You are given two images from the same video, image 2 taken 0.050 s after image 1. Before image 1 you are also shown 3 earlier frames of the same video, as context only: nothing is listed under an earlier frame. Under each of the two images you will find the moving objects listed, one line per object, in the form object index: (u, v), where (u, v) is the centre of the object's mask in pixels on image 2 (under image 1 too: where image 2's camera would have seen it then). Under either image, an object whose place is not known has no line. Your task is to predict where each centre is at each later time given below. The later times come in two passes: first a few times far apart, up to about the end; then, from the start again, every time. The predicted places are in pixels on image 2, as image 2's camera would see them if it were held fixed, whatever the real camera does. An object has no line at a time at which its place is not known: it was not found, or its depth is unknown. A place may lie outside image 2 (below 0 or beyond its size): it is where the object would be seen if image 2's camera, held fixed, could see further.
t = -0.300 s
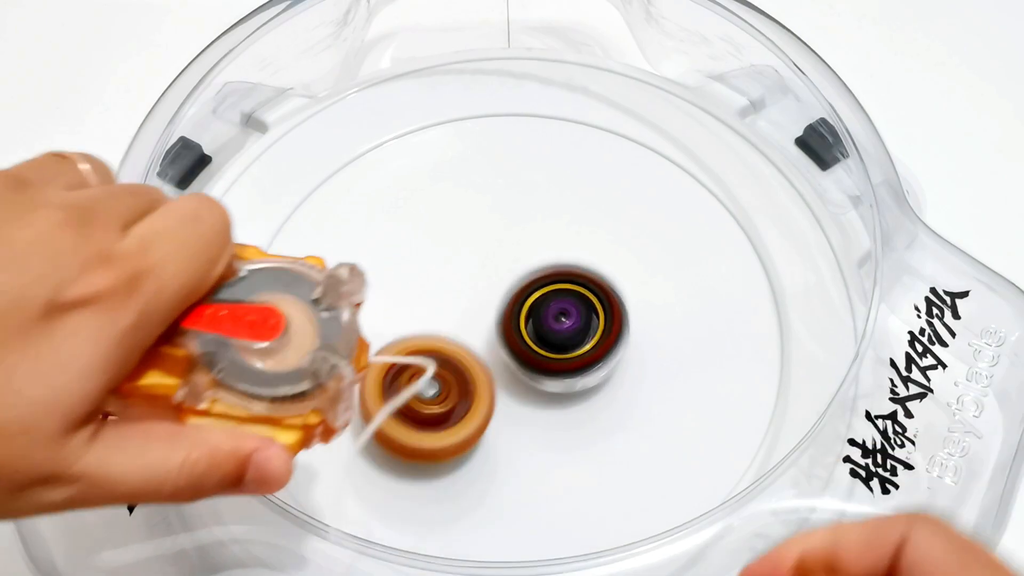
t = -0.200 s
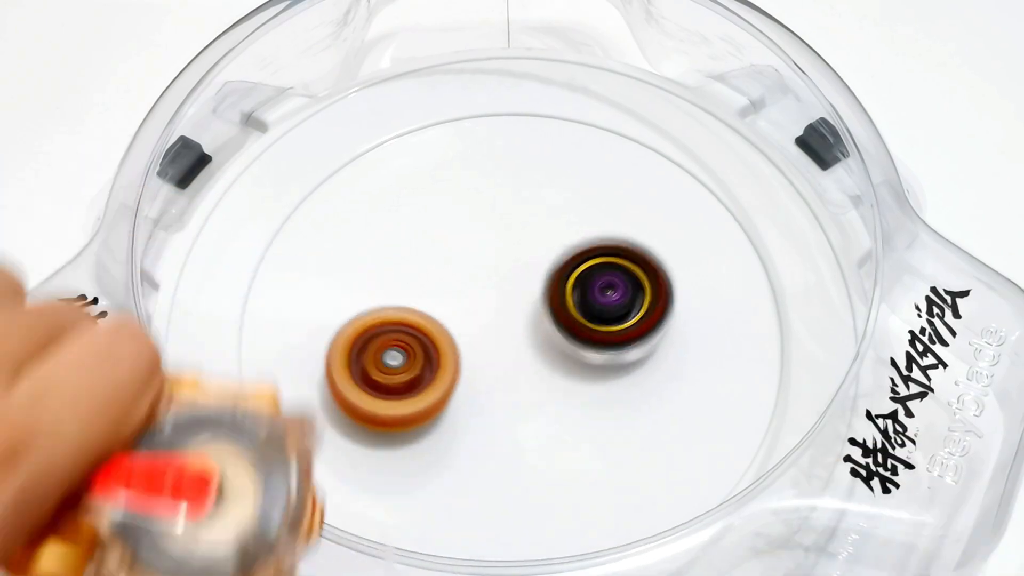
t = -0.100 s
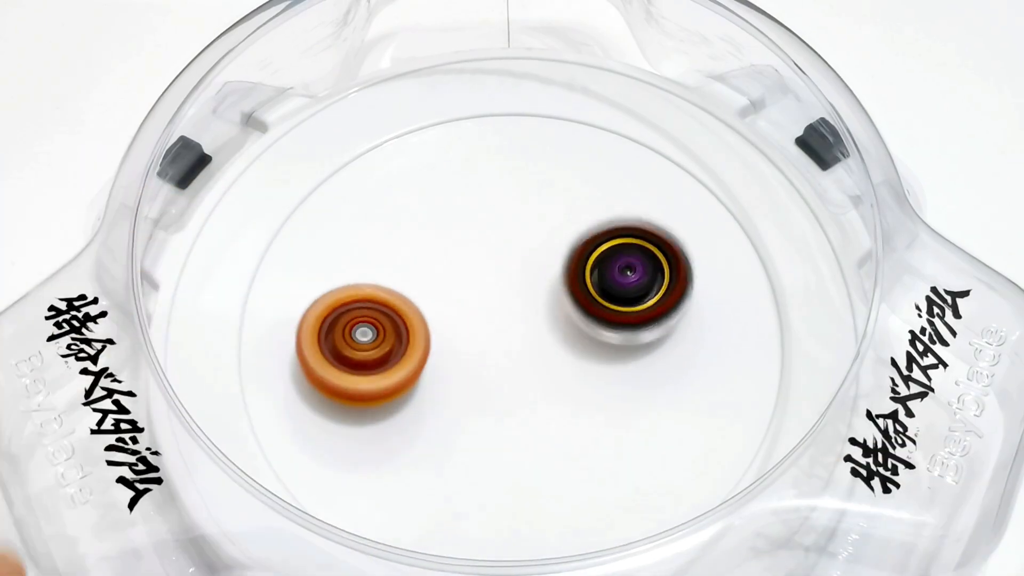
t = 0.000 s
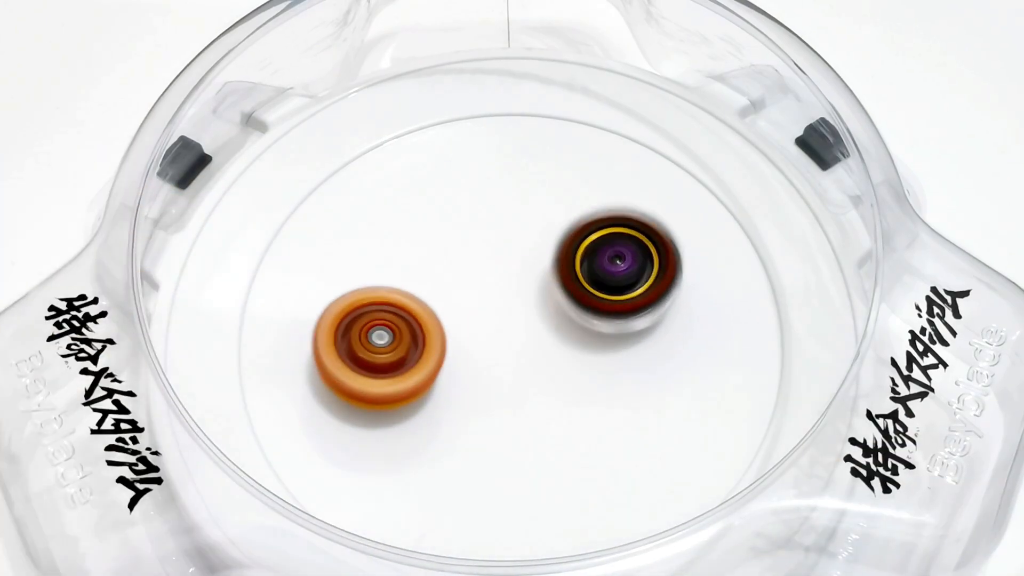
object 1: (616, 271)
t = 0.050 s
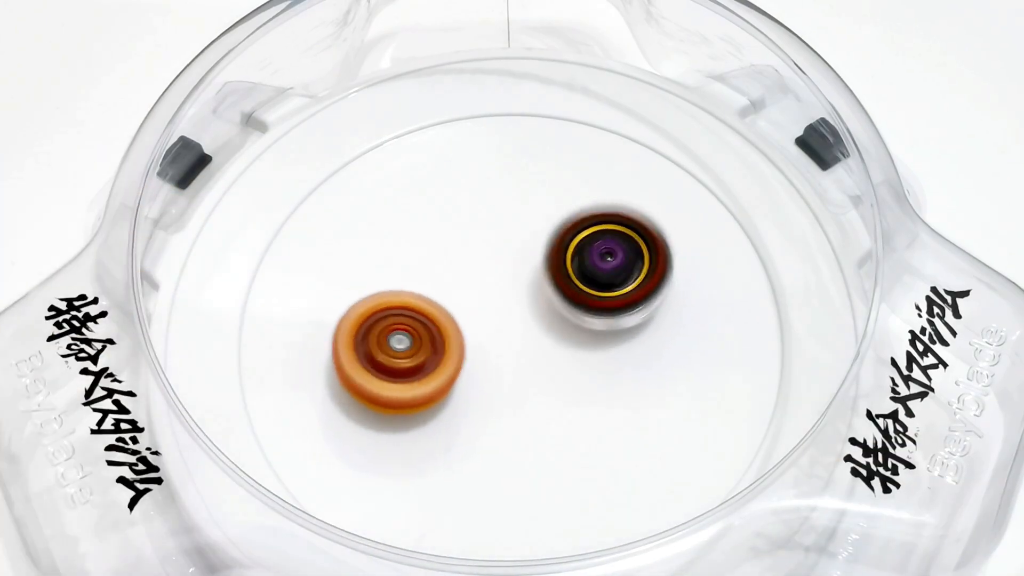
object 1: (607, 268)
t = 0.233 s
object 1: (593, 265)
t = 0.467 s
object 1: (587, 271)
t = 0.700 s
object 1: (546, 300)
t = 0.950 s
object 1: (687, 245)
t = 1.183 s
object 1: (484, 305)
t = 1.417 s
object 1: (440, 409)
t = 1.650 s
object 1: (641, 470)
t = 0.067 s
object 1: (604, 267)
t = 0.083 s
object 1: (600, 267)
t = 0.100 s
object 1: (597, 267)
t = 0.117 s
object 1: (594, 266)
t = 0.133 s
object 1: (591, 266)
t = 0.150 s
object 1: (587, 267)
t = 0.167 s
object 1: (583, 267)
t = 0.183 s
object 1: (580, 268)
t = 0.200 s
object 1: (580, 268)
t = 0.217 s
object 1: (587, 266)
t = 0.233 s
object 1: (593, 265)
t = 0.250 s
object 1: (598, 265)
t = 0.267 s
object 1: (602, 264)
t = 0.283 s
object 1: (605, 264)
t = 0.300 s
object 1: (607, 264)
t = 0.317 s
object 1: (608, 264)
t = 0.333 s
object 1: (609, 264)
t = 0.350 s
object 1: (607, 265)
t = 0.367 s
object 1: (606, 265)
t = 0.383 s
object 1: (604, 265)
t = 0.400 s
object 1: (601, 266)
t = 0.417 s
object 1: (598, 267)
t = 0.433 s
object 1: (594, 268)
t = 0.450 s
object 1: (591, 269)
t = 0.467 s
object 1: (587, 271)
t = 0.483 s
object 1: (582, 272)
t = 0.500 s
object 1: (577, 273)
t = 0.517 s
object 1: (573, 275)
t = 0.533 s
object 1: (568, 276)
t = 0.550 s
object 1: (564, 278)
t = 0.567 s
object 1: (560, 281)
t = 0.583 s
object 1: (556, 283)
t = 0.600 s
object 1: (551, 285)
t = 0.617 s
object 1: (548, 288)
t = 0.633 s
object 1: (545, 290)
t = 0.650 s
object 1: (541, 293)
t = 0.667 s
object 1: (539, 296)
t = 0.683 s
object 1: (537, 299)
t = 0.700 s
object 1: (546, 300)
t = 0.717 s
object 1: (581, 289)
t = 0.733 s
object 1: (611, 280)
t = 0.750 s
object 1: (643, 268)
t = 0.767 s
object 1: (670, 259)
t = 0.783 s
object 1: (695, 248)
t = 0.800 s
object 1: (717, 239)
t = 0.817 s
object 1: (739, 230)
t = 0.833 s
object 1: (755, 222)
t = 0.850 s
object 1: (750, 218)
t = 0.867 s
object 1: (742, 219)
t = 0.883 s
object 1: (734, 222)
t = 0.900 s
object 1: (723, 229)
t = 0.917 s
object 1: (711, 237)
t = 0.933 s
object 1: (700, 240)
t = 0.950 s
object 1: (687, 245)
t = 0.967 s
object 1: (673, 250)
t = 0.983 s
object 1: (658, 254)
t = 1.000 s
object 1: (643, 259)
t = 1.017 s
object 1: (628, 262)
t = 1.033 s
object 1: (612, 267)
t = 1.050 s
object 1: (596, 271)
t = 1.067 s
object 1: (581, 275)
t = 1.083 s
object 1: (566, 279)
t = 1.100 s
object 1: (552, 283)
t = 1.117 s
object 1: (537, 287)
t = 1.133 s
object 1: (523, 291)
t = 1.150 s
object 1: (509, 296)
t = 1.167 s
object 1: (496, 300)
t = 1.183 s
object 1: (484, 305)
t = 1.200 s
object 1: (473, 310)
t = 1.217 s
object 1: (462, 316)
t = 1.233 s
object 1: (453, 322)
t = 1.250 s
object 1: (445, 328)
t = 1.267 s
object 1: (439, 335)
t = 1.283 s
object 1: (434, 342)
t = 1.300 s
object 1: (429, 349)
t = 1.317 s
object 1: (427, 357)
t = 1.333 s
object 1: (425, 366)
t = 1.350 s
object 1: (425, 374)
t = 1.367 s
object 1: (426, 383)
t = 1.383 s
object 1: (429, 390)
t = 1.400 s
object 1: (434, 400)
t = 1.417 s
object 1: (440, 409)
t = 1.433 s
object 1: (447, 418)
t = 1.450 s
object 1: (456, 427)
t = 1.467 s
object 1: (466, 436)
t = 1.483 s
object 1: (477, 443)
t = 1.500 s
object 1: (490, 450)
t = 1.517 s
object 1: (504, 457)
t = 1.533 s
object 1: (518, 463)
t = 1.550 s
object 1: (534, 468)
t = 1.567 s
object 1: (551, 472)
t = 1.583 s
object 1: (566, 474)
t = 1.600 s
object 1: (584, 476)
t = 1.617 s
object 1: (604, 475)
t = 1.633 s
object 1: (622, 474)
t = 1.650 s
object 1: (641, 470)
